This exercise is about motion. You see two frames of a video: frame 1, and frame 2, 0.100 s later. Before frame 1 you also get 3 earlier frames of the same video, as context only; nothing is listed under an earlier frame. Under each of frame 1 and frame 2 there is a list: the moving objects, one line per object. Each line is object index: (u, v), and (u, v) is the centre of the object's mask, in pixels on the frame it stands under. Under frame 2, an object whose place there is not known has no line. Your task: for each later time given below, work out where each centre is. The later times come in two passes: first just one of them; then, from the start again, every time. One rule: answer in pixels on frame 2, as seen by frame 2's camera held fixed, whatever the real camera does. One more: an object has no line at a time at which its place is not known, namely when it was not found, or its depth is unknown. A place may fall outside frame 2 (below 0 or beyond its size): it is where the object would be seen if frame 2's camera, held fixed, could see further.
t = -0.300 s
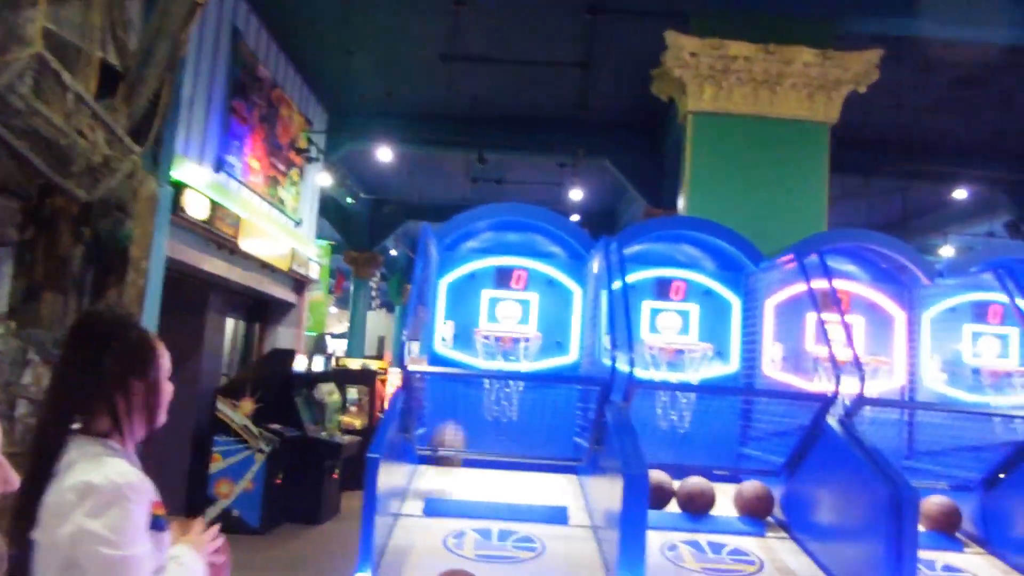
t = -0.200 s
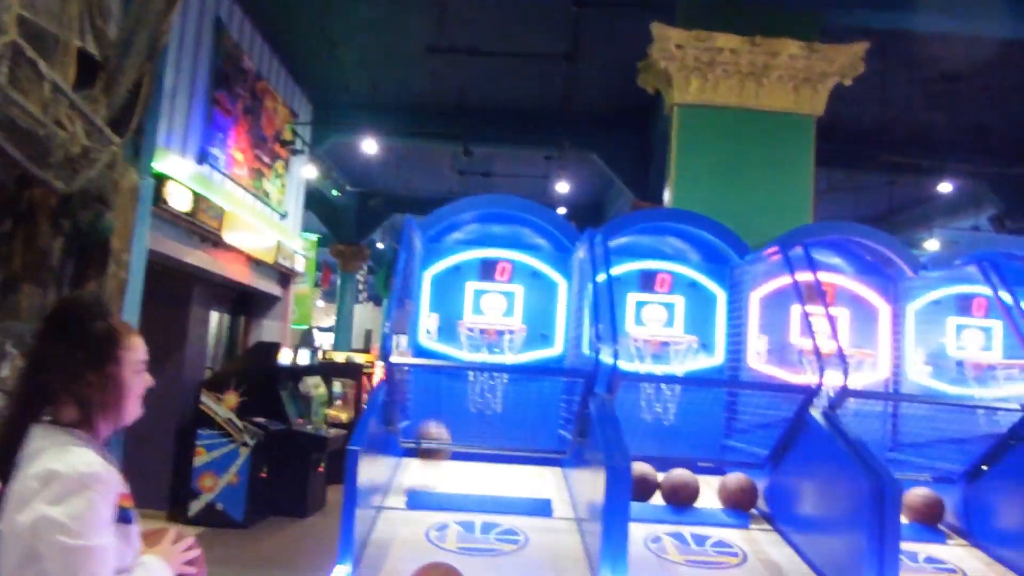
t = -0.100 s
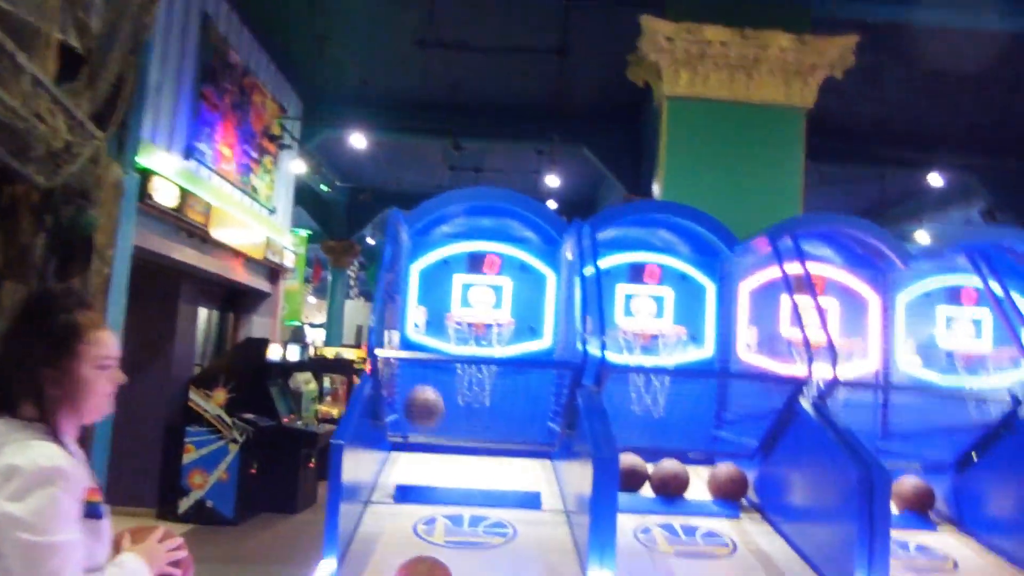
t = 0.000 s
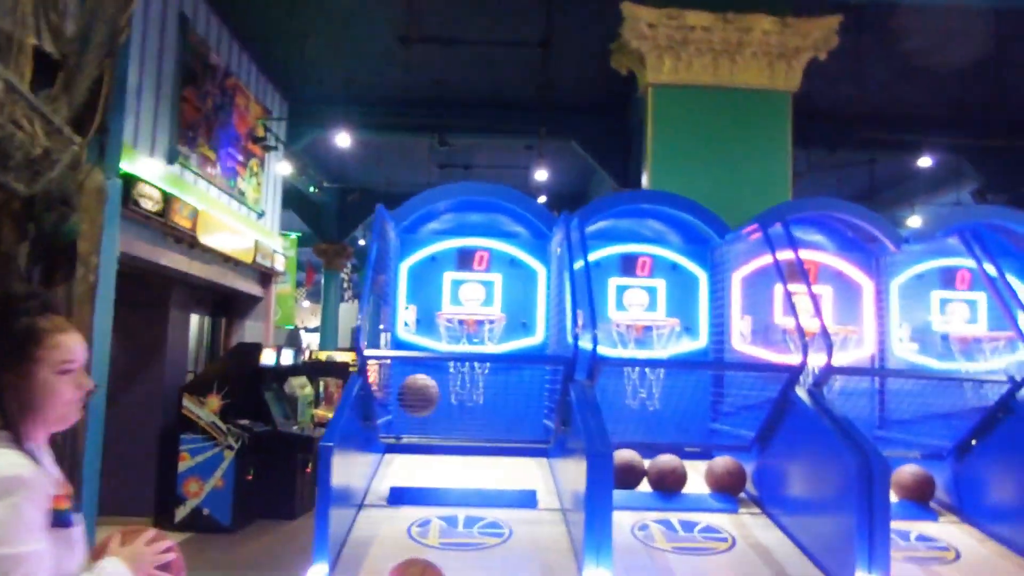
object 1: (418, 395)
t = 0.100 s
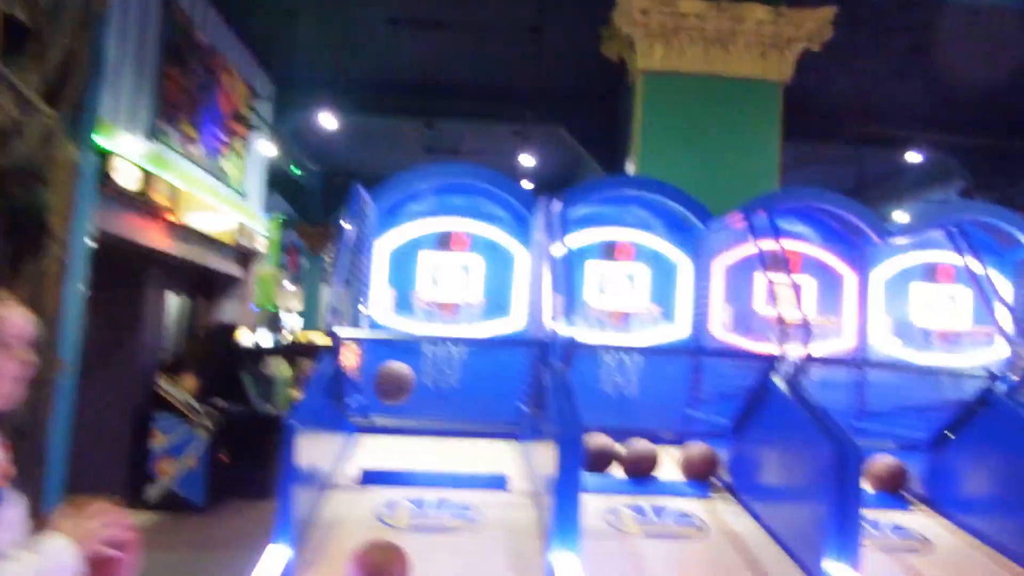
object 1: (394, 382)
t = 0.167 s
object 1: (395, 396)
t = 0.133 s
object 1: (395, 388)
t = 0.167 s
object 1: (395, 396)
